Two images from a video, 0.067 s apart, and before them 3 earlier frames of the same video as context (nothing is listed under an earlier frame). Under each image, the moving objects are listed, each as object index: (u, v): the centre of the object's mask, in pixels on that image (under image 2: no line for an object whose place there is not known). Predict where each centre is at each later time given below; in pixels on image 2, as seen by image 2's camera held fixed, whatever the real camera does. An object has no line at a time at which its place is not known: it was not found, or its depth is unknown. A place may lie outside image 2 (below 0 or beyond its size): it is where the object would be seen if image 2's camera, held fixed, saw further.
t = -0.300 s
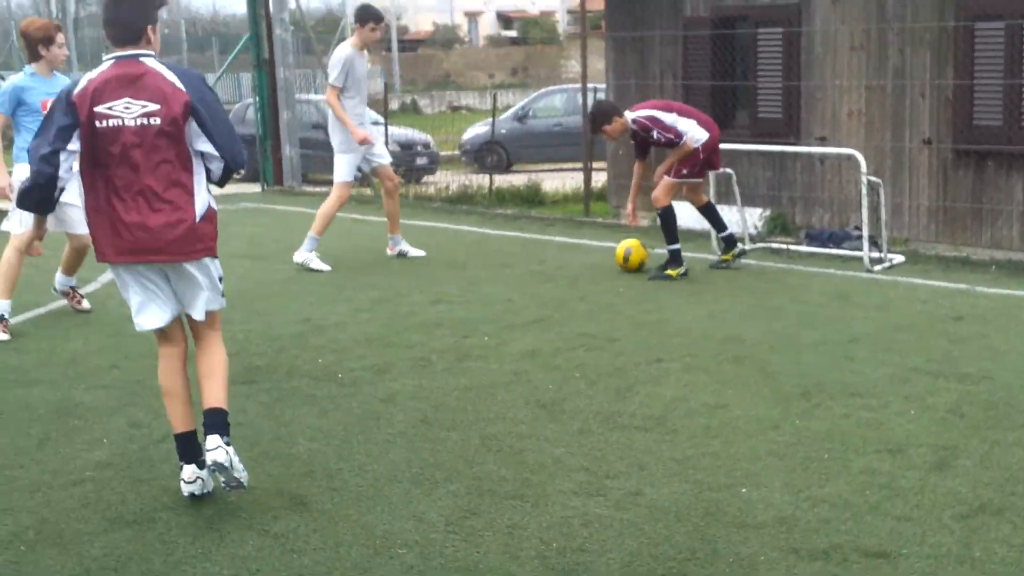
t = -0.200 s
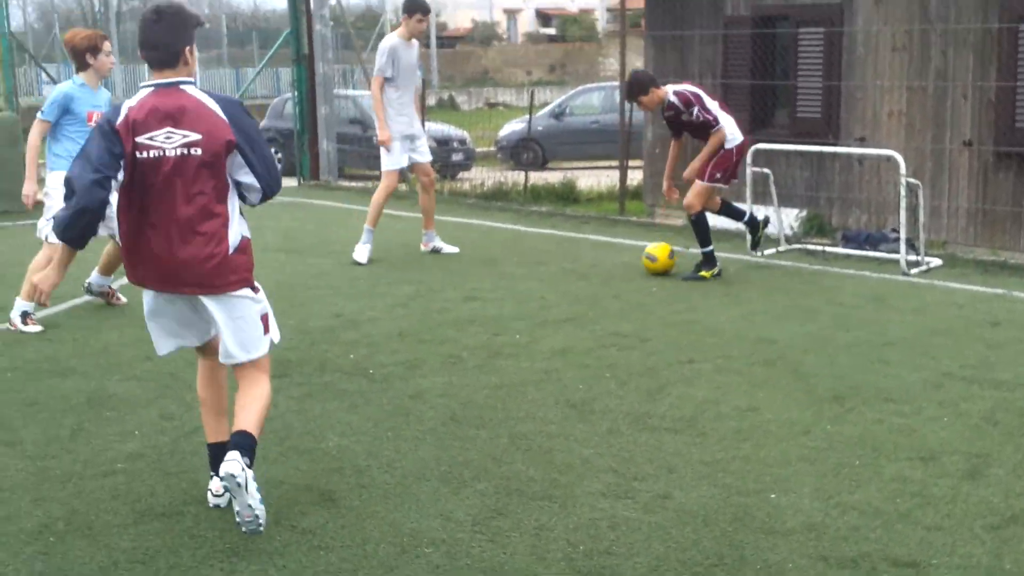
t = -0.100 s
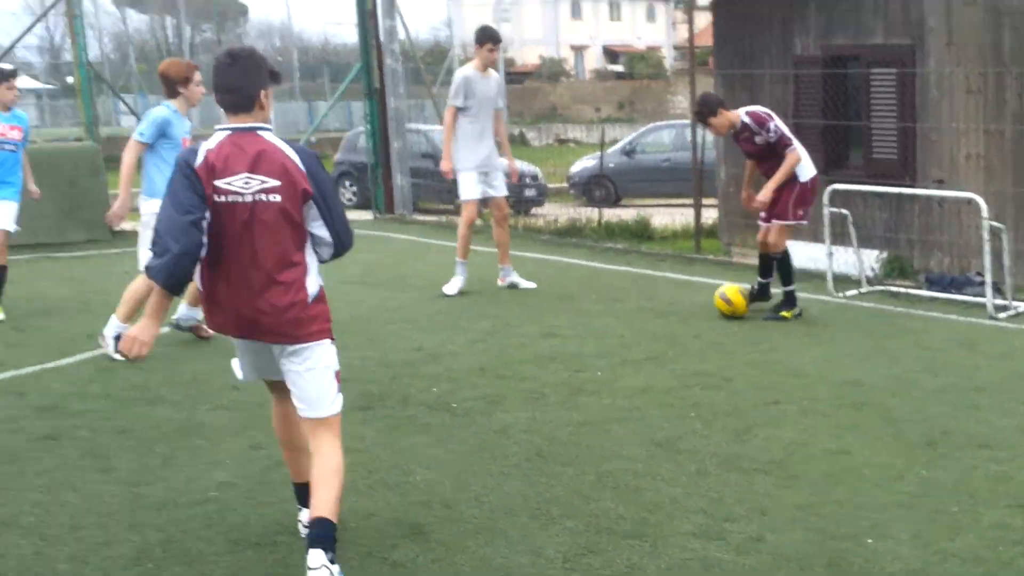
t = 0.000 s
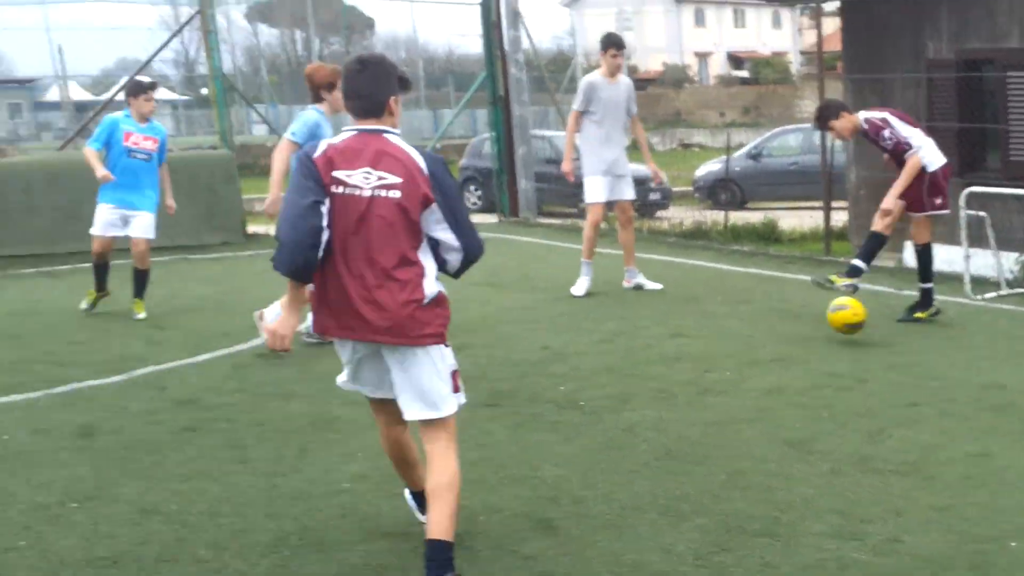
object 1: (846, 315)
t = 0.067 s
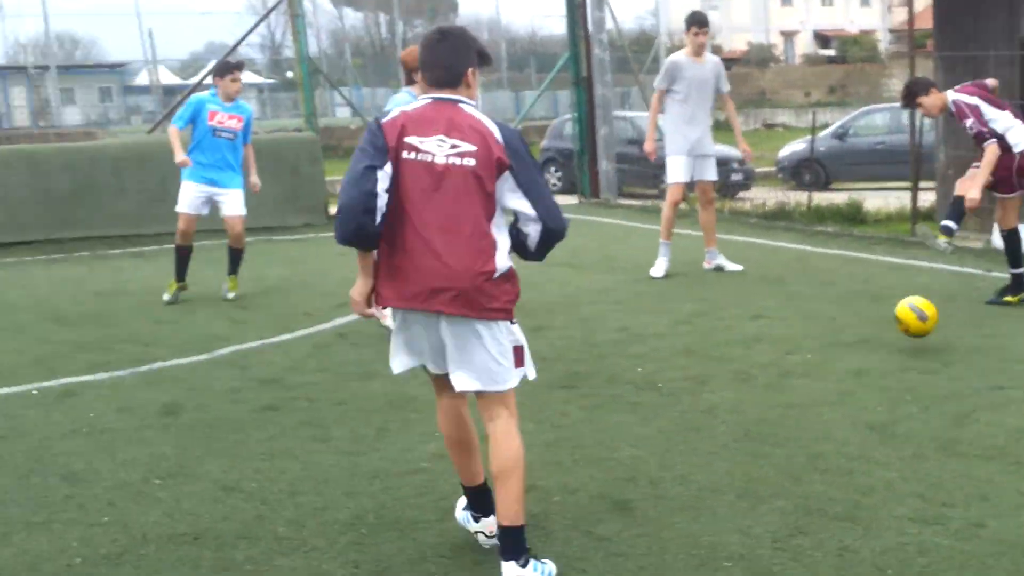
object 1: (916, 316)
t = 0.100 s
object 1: (908, 331)
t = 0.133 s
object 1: (900, 349)
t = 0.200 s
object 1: (883, 379)
